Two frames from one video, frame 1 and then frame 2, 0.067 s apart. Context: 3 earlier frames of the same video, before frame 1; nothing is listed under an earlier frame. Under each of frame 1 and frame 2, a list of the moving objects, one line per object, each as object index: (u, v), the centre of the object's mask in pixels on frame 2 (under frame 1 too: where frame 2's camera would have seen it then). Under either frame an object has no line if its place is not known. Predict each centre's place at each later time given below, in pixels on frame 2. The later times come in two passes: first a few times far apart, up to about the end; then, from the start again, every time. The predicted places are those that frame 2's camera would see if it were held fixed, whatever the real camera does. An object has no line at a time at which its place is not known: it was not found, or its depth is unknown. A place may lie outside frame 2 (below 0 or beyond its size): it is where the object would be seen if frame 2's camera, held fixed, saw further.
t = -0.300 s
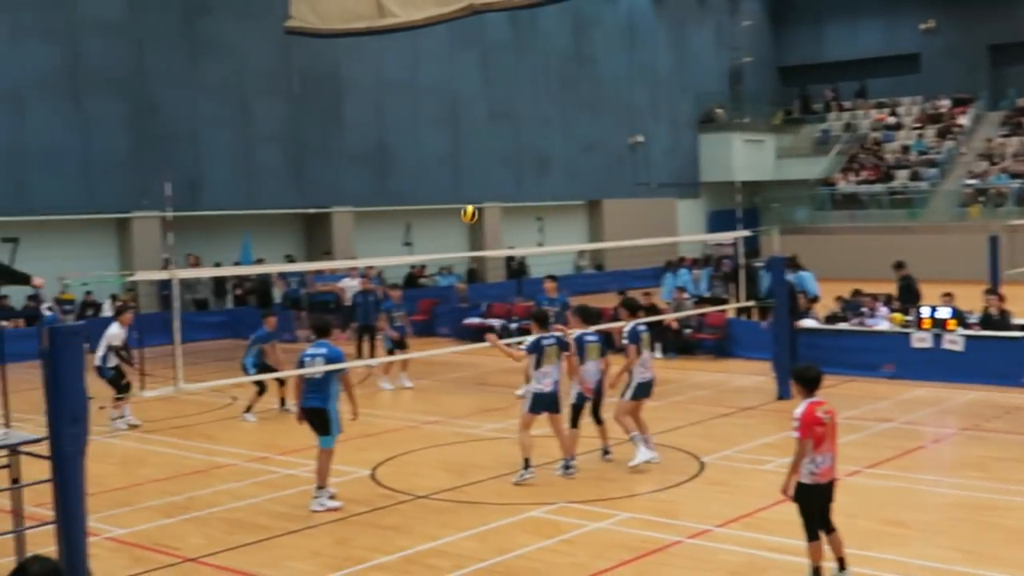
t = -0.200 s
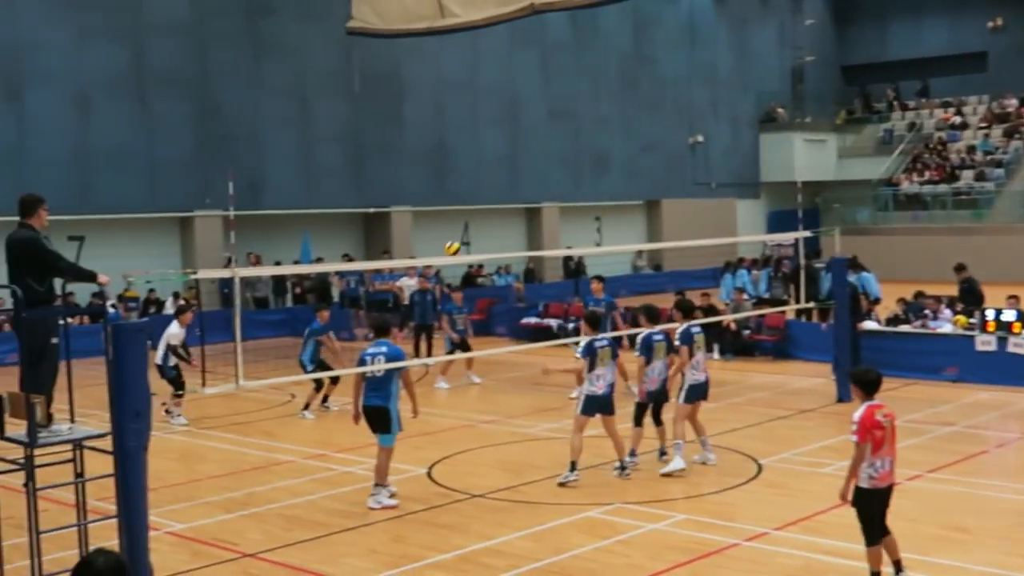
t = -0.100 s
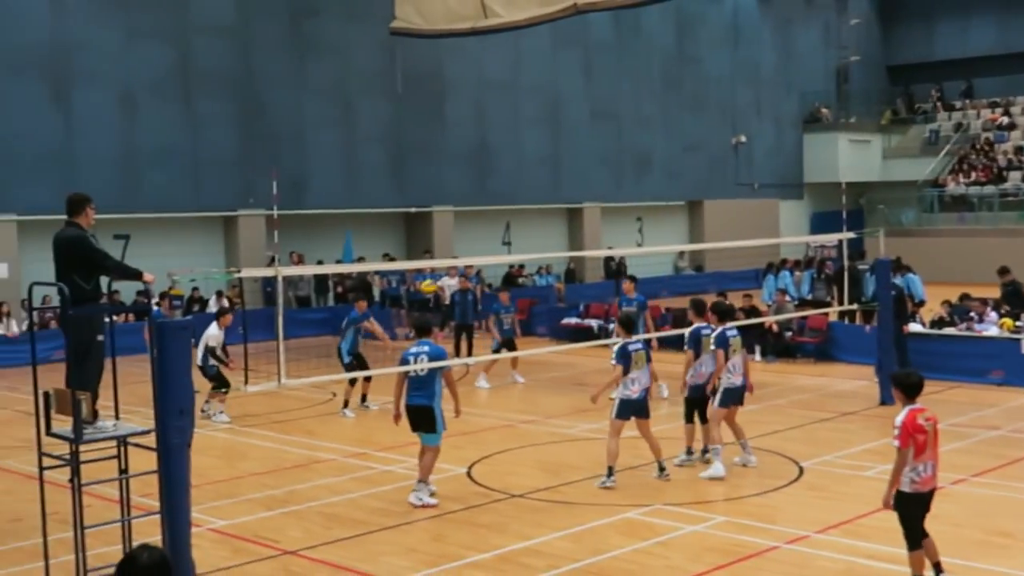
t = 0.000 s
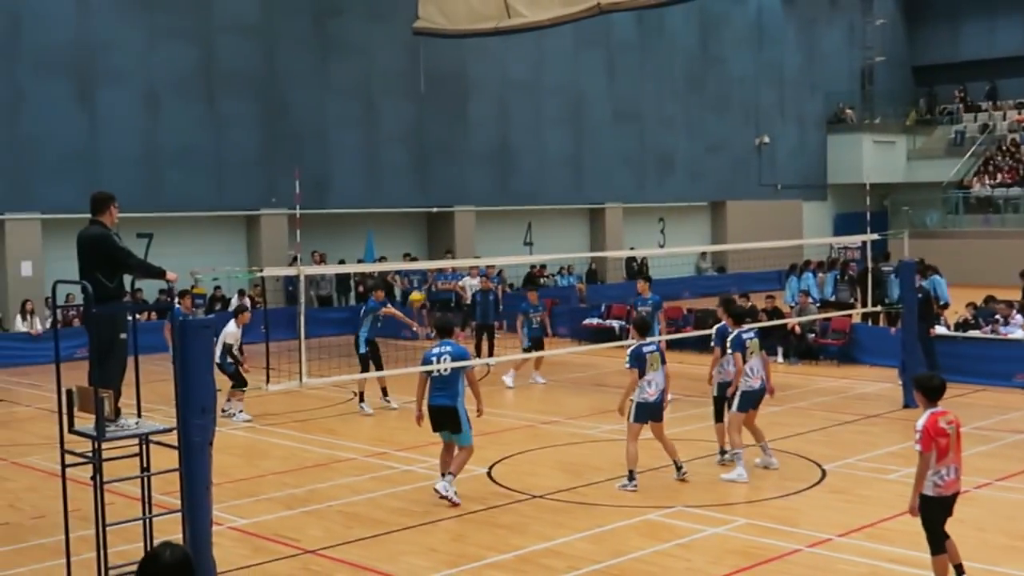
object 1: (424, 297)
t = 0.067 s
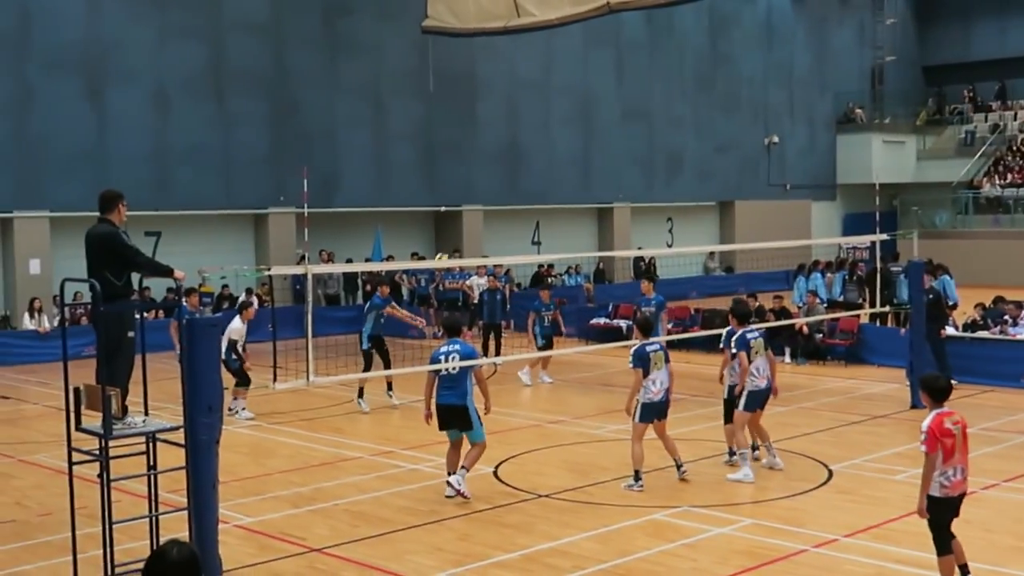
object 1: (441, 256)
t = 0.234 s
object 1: (486, 184)
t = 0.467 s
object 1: (545, 111)
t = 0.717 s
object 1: (606, 76)
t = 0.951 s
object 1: (662, 82)
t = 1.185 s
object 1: (716, 126)
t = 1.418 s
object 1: (770, 203)
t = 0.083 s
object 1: (446, 252)
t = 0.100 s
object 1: (451, 244)
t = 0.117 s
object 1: (455, 236)
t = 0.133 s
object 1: (459, 228)
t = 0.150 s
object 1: (464, 220)
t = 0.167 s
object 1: (468, 211)
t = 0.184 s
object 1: (473, 204)
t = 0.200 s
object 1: (477, 197)
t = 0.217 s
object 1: (481, 191)
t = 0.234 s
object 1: (486, 184)
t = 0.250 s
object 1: (490, 177)
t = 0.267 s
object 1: (495, 170)
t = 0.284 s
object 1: (499, 165)
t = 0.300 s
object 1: (502, 159)
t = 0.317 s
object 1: (507, 154)
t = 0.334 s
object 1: (511, 148)
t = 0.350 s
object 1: (515, 142)
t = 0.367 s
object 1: (519, 137)
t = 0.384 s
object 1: (523, 132)
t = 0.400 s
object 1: (528, 128)
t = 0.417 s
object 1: (532, 123)
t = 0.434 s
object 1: (536, 119)
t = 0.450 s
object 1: (541, 115)
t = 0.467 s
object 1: (545, 111)
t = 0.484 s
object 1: (549, 107)
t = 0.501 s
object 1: (553, 104)
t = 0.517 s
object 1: (557, 101)
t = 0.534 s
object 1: (561, 97)
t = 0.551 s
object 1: (566, 94)
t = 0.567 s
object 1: (570, 91)
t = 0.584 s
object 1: (573, 89)
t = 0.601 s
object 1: (577, 87)
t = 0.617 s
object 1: (581, 85)
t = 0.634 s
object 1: (585, 83)
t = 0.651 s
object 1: (589, 80)
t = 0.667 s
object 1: (593, 79)
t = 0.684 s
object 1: (598, 78)
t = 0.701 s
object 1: (602, 77)
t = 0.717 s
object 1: (606, 76)
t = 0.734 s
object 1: (610, 75)
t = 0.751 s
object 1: (614, 74)
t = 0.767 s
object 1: (618, 74)
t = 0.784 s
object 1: (623, 74)
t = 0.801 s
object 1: (627, 74)
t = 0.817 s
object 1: (630, 74)
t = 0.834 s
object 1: (634, 75)
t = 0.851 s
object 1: (638, 75)
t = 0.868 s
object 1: (642, 76)
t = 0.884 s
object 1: (646, 77)
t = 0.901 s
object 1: (650, 78)
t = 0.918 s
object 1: (654, 79)
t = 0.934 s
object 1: (658, 81)
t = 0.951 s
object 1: (662, 82)
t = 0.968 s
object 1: (665, 84)
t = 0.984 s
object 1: (670, 87)
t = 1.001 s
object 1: (673, 89)
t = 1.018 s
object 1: (677, 91)
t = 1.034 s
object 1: (682, 94)
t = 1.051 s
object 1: (685, 97)
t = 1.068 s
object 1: (690, 100)
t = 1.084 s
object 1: (693, 103)
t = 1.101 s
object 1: (697, 107)
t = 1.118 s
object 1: (701, 110)
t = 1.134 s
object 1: (705, 114)
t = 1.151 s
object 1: (709, 118)
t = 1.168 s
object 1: (713, 121)
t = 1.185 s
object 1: (716, 126)
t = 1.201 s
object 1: (720, 131)
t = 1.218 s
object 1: (724, 135)
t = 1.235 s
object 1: (727, 140)
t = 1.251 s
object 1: (731, 145)
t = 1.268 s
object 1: (735, 150)
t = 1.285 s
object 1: (739, 155)
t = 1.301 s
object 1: (743, 161)
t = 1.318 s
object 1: (747, 166)
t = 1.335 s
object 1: (750, 173)
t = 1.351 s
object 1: (754, 179)
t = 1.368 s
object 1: (758, 184)
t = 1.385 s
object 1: (762, 191)
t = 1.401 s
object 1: (766, 197)
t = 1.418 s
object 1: (770, 203)
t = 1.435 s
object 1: (774, 210)
